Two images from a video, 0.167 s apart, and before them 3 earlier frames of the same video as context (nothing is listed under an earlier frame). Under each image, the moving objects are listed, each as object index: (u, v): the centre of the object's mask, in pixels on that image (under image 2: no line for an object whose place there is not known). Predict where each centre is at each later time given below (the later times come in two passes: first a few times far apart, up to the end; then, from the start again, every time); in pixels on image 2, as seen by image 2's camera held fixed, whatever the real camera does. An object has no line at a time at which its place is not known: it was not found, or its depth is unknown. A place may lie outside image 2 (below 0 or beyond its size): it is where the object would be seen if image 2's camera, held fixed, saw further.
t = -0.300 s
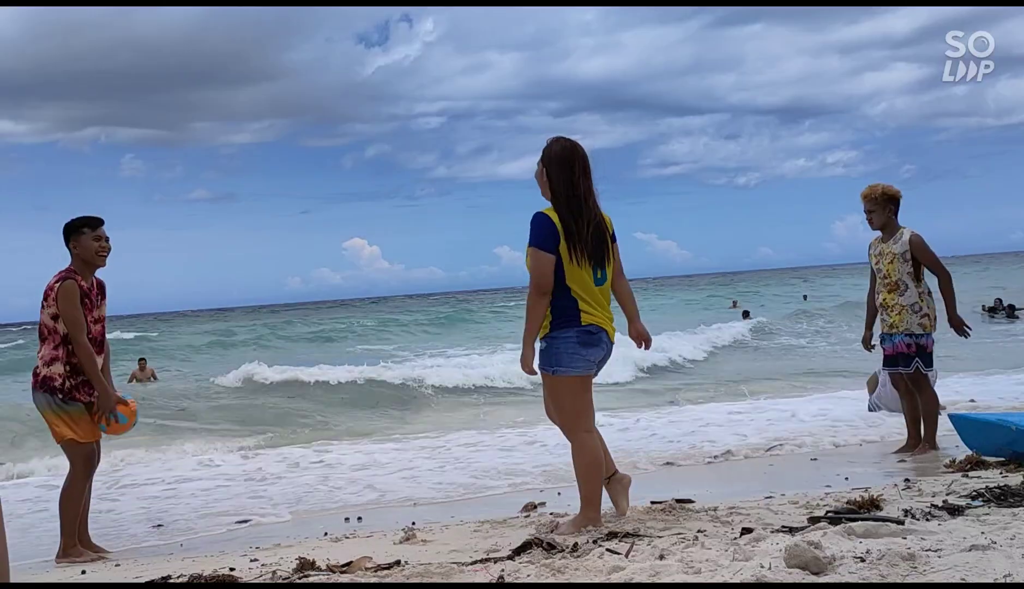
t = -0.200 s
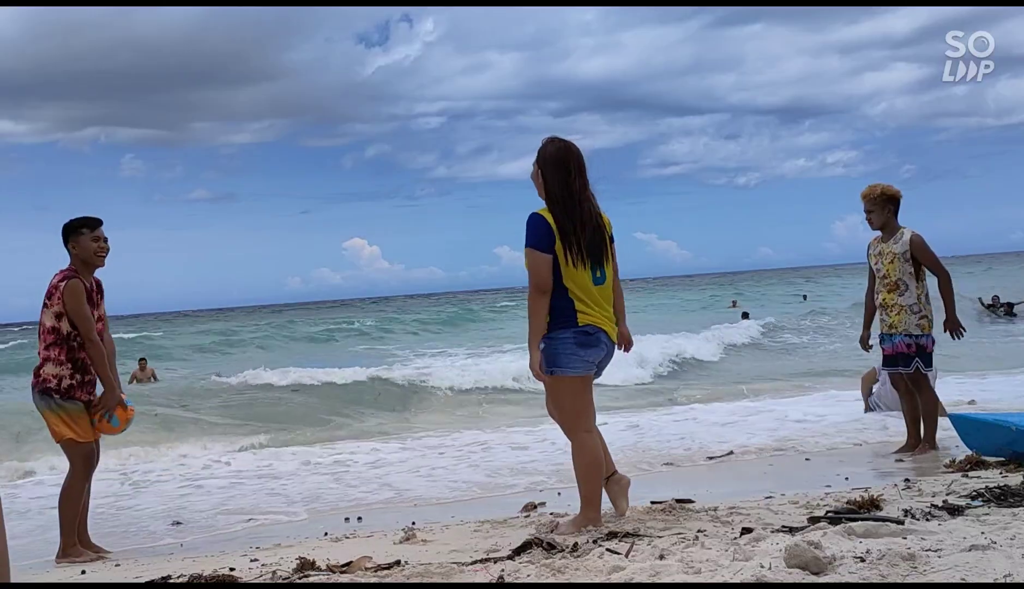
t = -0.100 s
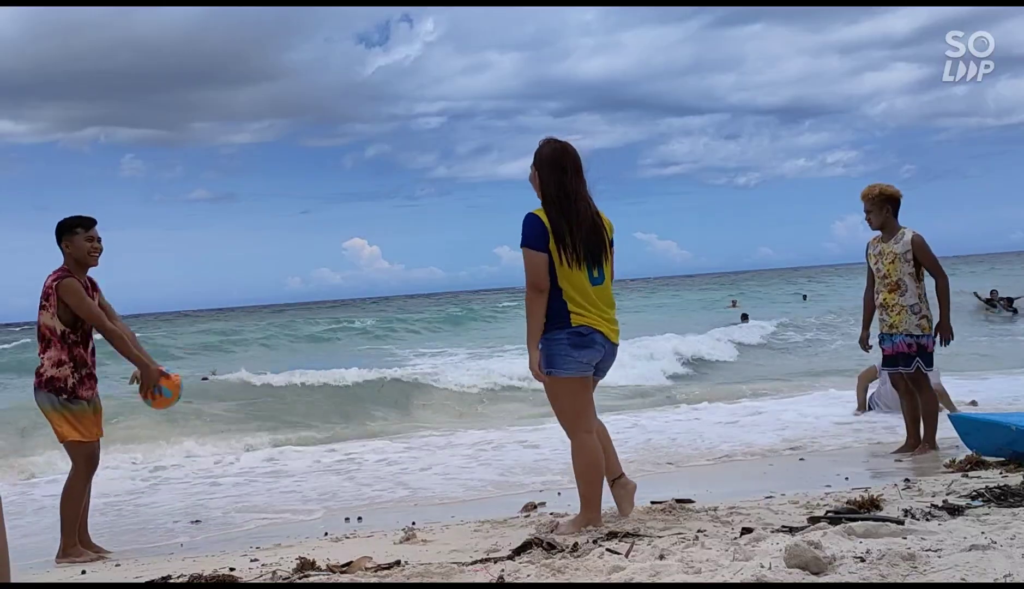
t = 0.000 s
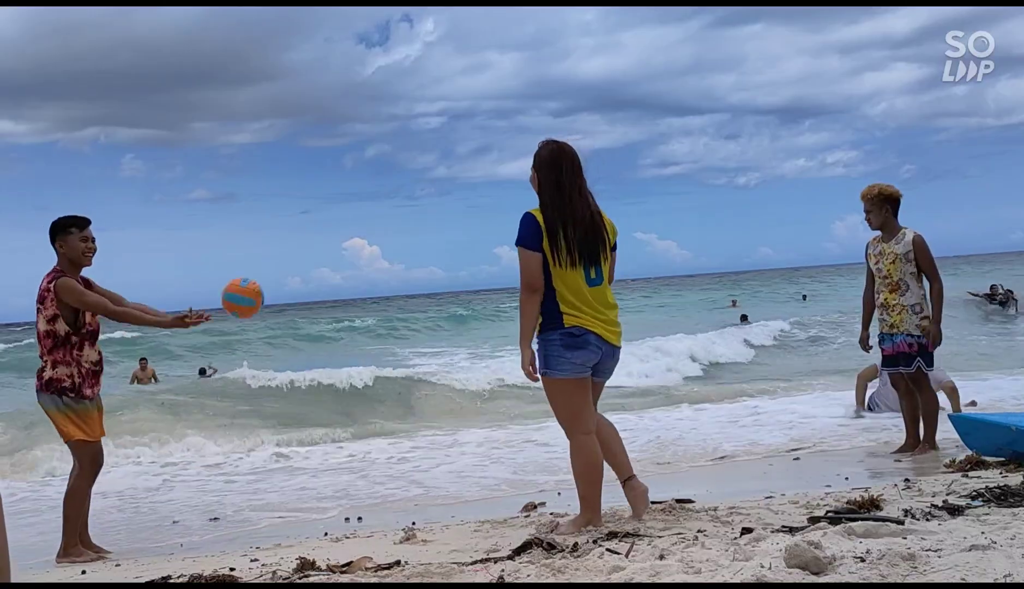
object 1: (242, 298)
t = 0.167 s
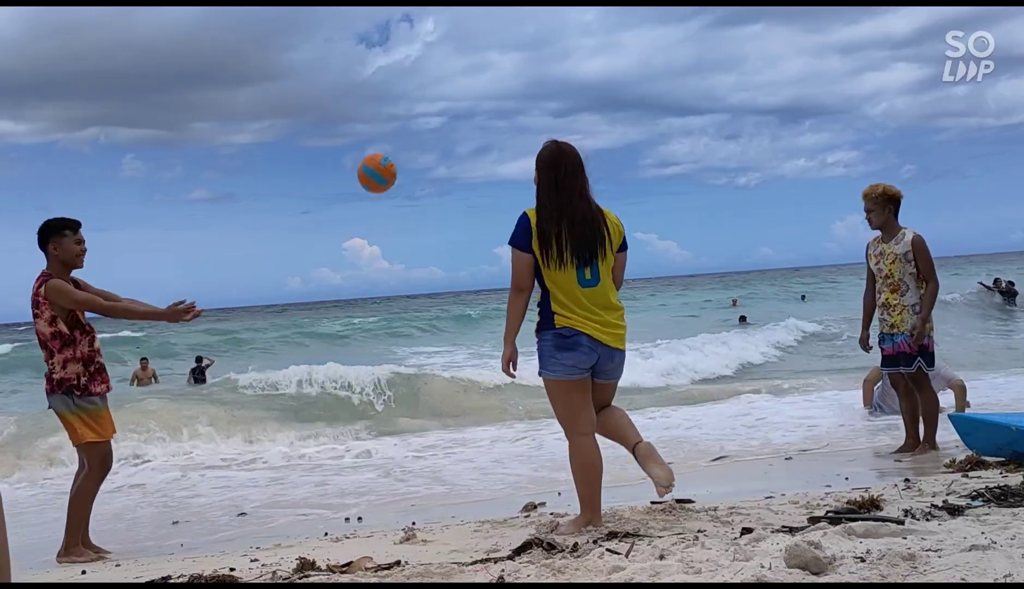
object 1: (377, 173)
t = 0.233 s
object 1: (429, 140)
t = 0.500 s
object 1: (632, 96)
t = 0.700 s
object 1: (778, 143)
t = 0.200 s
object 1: (403, 156)
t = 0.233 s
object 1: (429, 140)
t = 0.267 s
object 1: (455, 127)
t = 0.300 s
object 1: (481, 116)
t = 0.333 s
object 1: (506, 108)
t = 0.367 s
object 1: (531, 101)
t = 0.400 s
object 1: (557, 97)
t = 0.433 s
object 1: (582, 95)
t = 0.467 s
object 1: (607, 94)
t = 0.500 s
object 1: (632, 96)
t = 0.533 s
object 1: (656, 99)
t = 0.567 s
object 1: (681, 104)
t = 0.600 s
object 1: (705, 111)
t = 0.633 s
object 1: (730, 120)
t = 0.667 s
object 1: (754, 131)
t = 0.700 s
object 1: (778, 143)
